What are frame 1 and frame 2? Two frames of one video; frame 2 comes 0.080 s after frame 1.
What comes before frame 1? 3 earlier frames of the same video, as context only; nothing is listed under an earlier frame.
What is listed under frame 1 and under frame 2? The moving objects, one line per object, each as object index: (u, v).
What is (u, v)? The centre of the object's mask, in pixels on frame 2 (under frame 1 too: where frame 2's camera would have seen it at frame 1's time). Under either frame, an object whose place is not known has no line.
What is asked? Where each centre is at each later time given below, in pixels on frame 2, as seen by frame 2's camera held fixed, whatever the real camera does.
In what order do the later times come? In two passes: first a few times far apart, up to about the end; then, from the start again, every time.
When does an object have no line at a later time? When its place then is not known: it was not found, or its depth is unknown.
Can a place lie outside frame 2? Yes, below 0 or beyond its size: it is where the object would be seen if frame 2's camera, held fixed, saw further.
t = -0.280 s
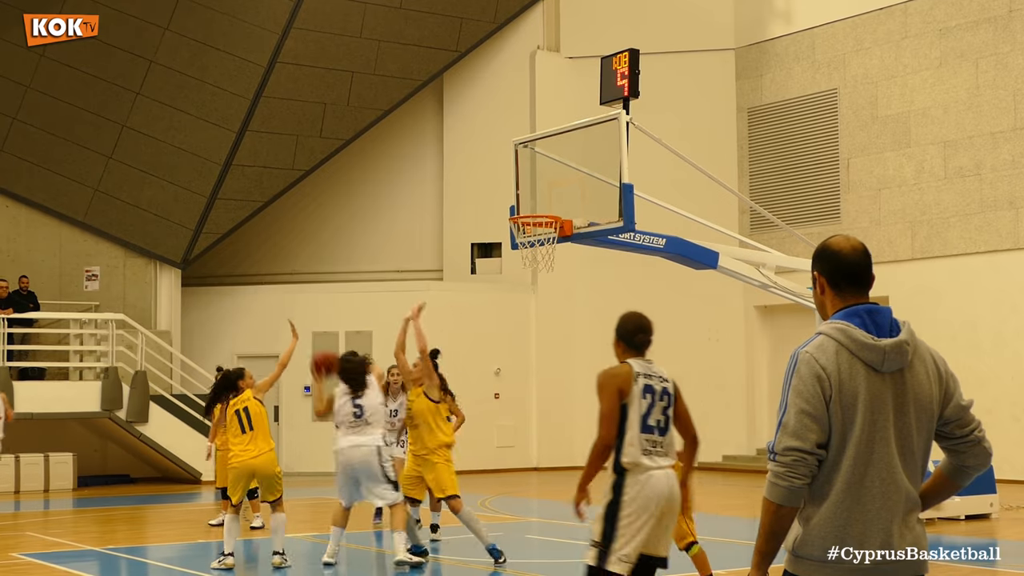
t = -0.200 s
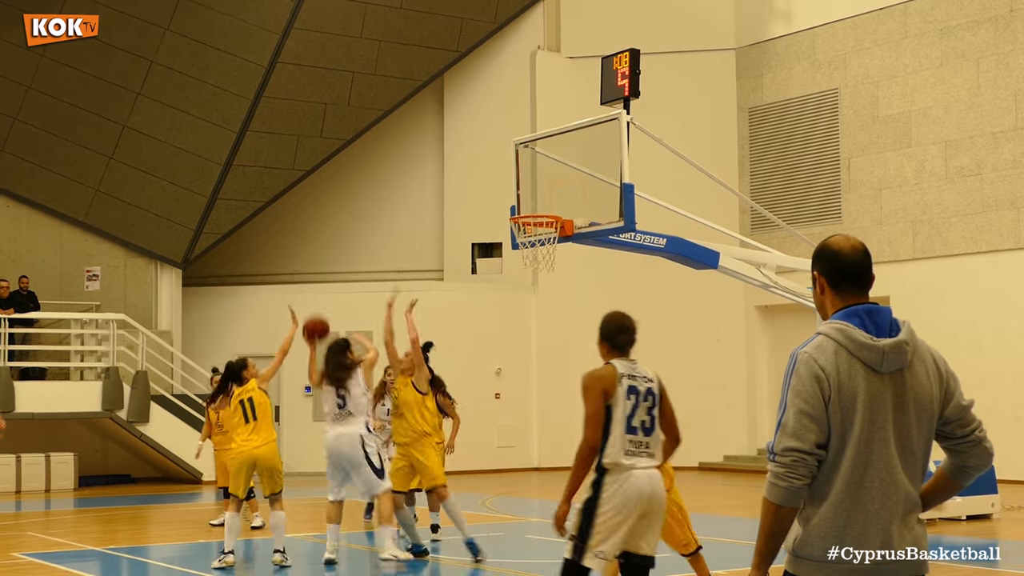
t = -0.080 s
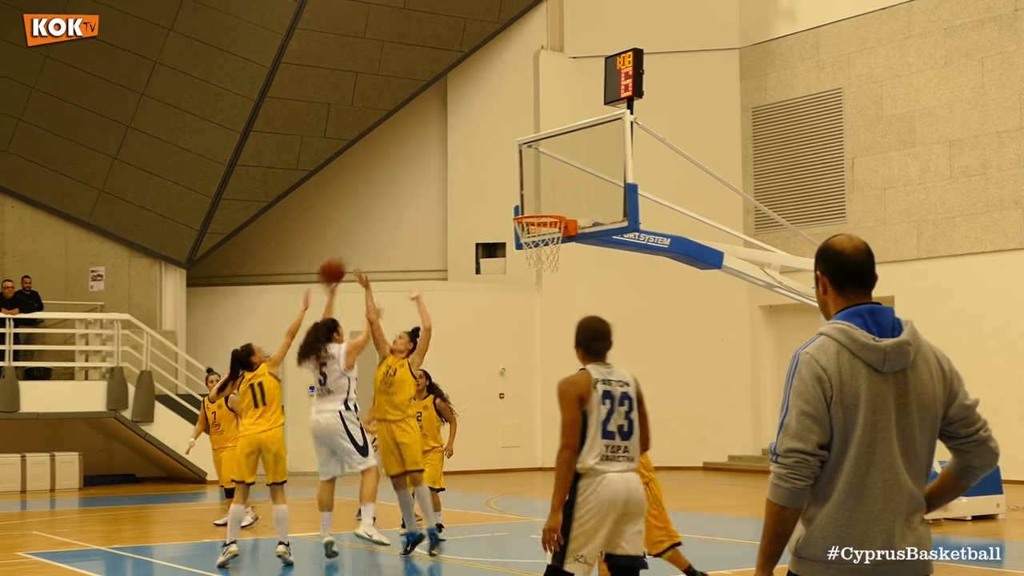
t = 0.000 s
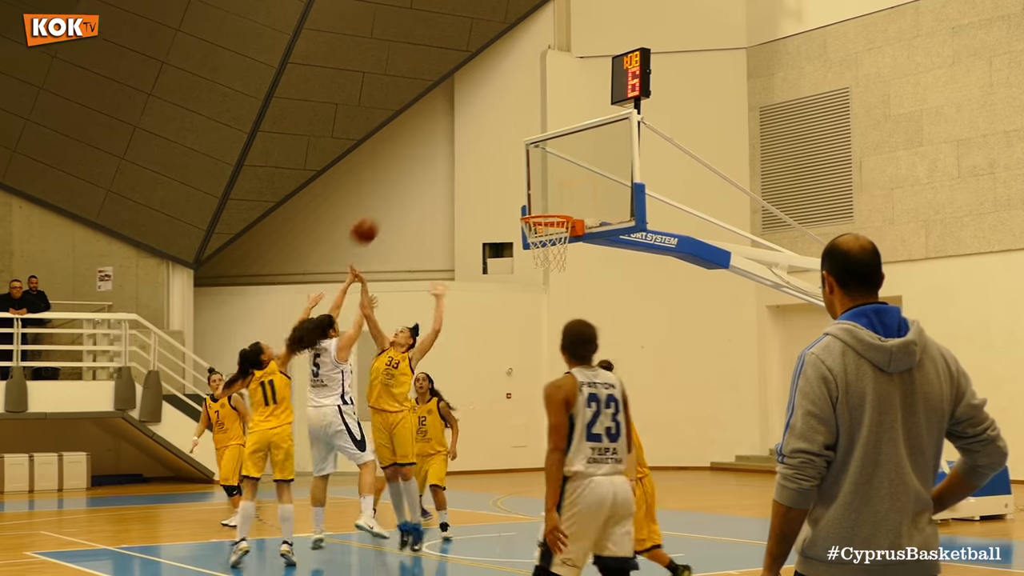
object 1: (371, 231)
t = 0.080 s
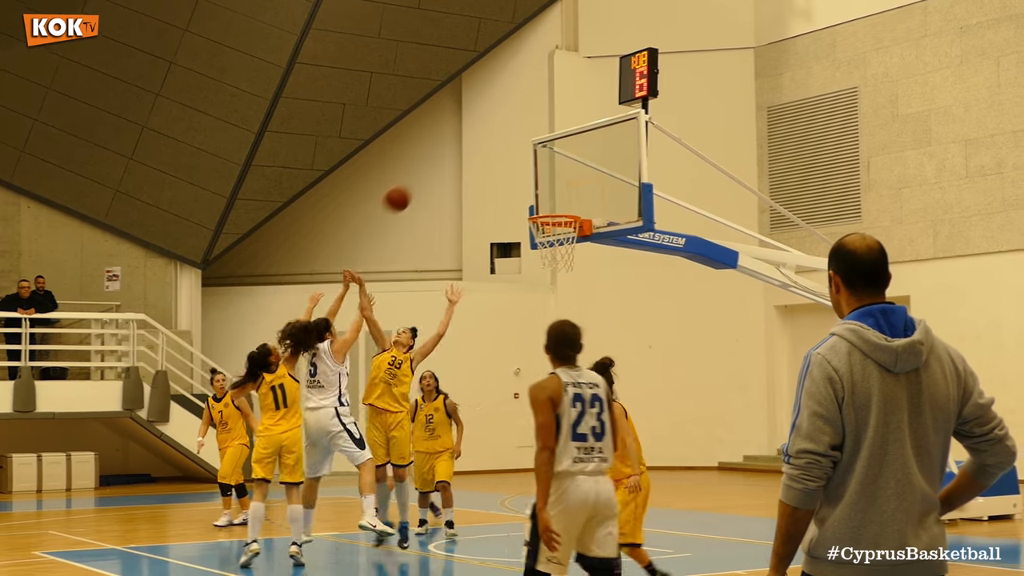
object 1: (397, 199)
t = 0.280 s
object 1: (458, 150)
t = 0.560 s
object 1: (539, 154)
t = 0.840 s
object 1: (551, 229)
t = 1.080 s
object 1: (524, 272)
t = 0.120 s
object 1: (410, 185)
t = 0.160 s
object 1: (422, 174)
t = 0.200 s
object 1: (434, 164)
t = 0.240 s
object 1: (446, 156)
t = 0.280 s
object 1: (458, 150)
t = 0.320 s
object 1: (470, 146)
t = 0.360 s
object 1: (482, 143)
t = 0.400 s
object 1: (494, 142)
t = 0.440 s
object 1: (505, 142)
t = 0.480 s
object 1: (516, 145)
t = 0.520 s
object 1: (528, 149)
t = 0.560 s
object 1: (539, 154)
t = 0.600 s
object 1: (550, 161)
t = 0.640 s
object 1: (562, 170)
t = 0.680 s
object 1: (572, 180)
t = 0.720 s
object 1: (574, 191)
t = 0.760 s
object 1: (566, 202)
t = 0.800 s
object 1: (559, 214)
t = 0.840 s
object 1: (551, 229)
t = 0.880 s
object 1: (543, 244)
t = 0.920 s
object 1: (538, 249)
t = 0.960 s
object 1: (534, 253)
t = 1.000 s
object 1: (531, 257)
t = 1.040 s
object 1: (527, 264)
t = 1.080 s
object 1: (524, 272)
